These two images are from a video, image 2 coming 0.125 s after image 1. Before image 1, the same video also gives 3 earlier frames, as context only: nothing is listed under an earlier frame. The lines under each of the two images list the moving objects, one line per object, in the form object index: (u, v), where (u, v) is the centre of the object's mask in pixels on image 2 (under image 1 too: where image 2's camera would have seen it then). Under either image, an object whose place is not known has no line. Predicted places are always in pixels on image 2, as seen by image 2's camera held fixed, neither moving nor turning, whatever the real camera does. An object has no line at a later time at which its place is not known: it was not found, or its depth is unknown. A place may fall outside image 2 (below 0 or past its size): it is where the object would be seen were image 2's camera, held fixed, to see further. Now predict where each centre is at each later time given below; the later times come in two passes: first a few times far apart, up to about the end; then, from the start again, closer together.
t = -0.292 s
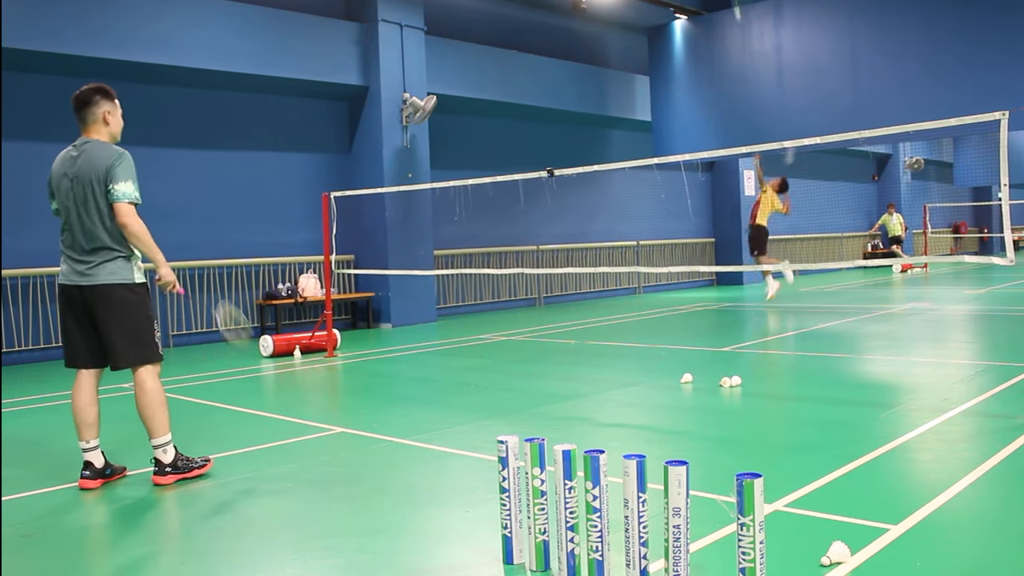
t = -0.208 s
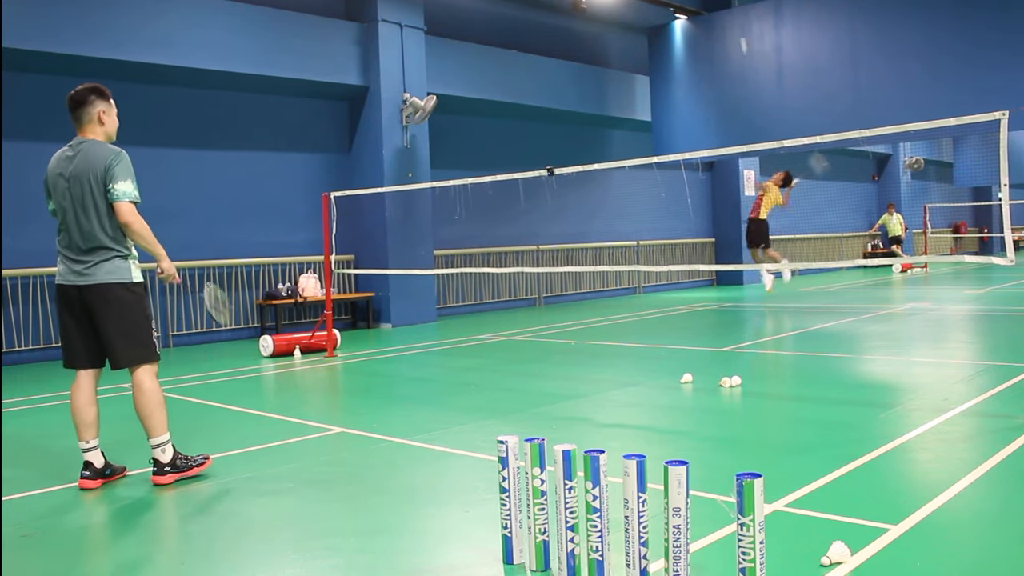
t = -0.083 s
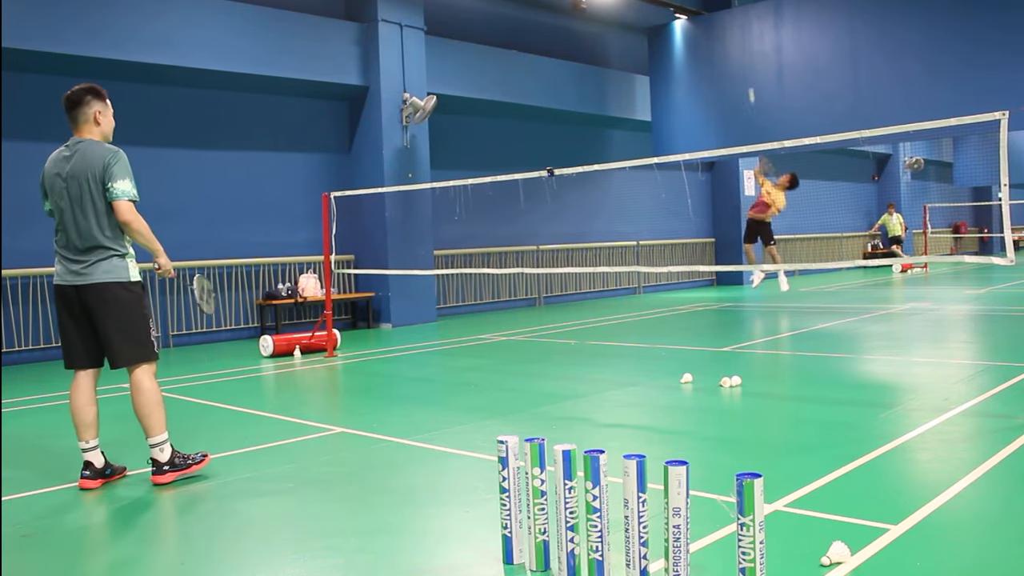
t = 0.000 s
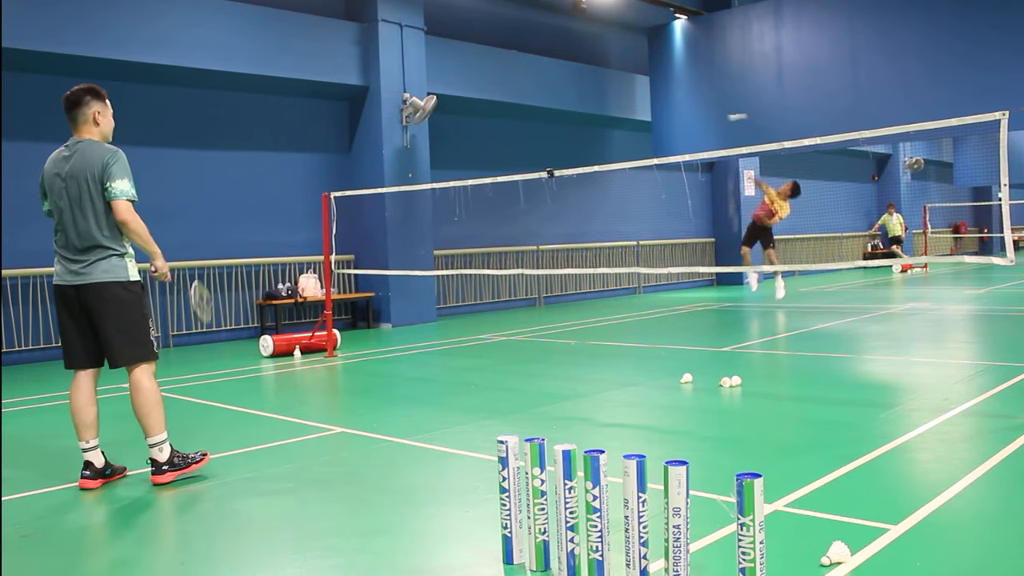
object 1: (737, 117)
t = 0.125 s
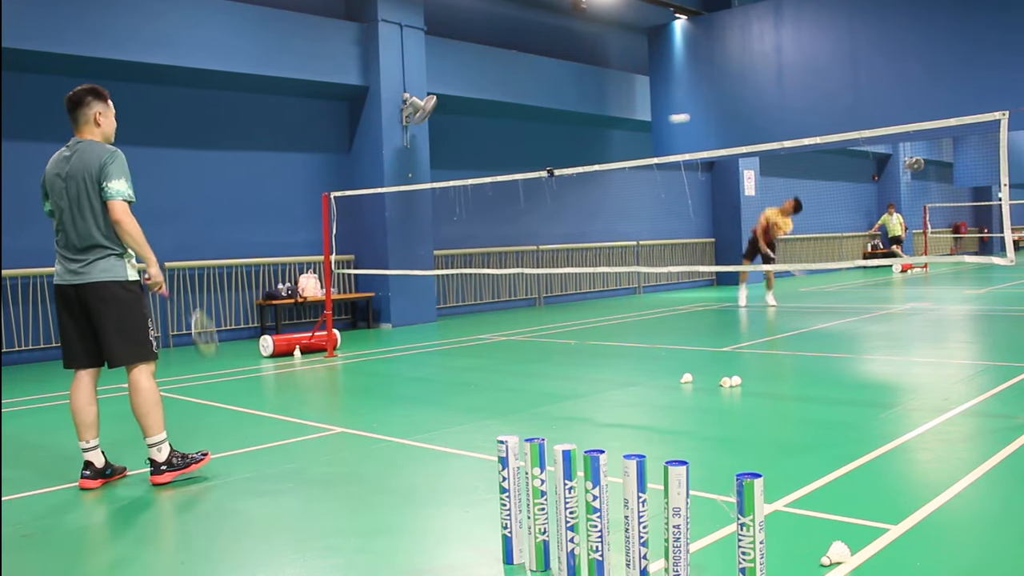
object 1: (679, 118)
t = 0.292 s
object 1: (591, 154)
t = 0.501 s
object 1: (425, 316)
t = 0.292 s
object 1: (591, 154)
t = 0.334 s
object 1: (564, 172)
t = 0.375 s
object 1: (534, 196)
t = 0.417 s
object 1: (502, 227)
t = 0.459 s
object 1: (466, 267)
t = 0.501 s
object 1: (425, 316)
